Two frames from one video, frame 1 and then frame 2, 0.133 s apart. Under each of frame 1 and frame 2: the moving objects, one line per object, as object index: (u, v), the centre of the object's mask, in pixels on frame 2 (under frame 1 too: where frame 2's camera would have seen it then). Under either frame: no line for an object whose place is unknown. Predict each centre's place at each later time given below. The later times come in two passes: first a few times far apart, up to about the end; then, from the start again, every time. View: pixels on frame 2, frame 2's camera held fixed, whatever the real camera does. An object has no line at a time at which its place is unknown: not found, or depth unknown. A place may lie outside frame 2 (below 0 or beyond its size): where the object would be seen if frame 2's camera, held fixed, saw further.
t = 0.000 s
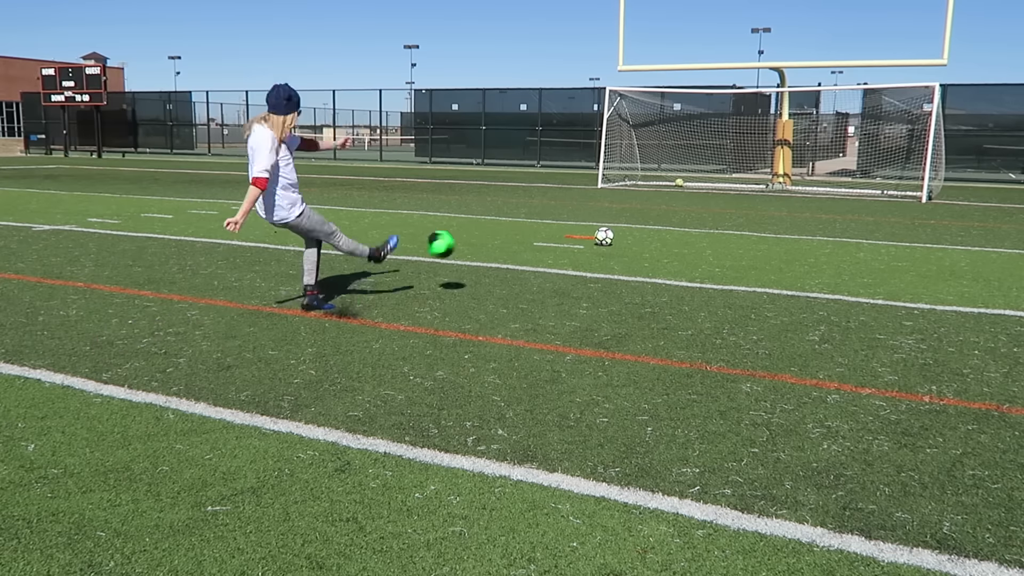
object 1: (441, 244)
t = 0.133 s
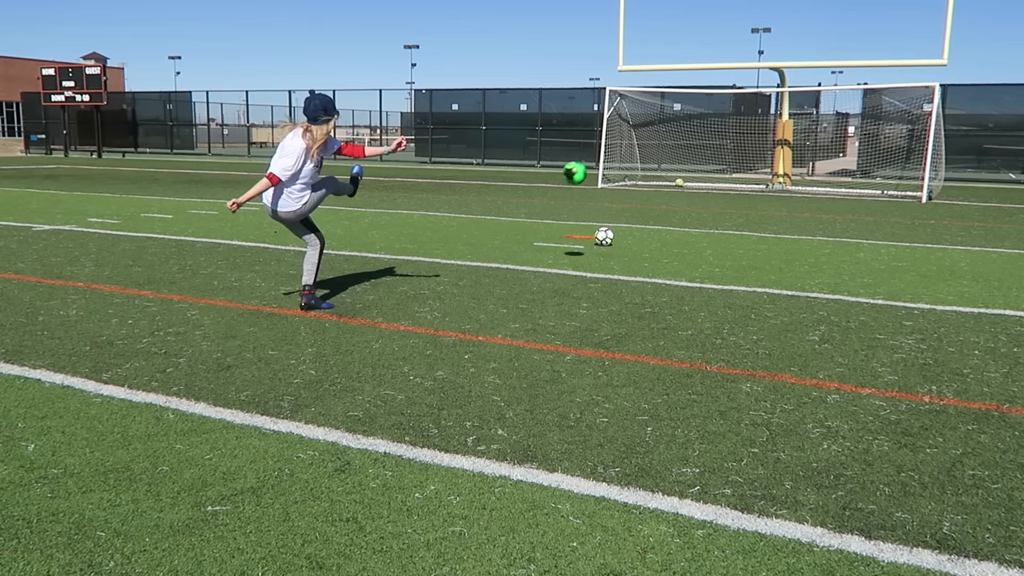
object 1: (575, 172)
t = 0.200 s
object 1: (624, 150)
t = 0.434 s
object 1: (742, 116)
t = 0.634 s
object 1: (803, 120)
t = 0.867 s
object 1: (849, 148)
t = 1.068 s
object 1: (875, 183)
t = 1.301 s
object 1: (893, 175)
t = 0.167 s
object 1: (600, 160)
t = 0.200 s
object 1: (624, 150)
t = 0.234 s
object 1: (645, 142)
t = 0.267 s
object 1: (665, 135)
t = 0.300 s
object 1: (683, 129)
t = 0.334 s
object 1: (699, 124)
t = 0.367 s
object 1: (715, 120)
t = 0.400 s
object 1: (729, 118)
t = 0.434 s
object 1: (742, 116)
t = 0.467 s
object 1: (754, 115)
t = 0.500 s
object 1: (765, 116)
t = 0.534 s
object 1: (775, 116)
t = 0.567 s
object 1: (785, 117)
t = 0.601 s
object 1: (794, 118)
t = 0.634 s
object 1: (803, 120)
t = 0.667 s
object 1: (811, 123)
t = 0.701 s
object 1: (818, 126)
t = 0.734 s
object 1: (825, 130)
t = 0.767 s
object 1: (832, 134)
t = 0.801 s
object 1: (838, 138)
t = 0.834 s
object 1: (843, 143)
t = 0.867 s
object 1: (849, 148)
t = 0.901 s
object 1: (854, 154)
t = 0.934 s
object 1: (859, 159)
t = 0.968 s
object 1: (863, 165)
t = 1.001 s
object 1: (867, 171)
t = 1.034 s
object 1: (871, 177)
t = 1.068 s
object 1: (875, 183)
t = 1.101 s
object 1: (878, 190)
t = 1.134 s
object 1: (881, 197)
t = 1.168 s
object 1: (883, 196)
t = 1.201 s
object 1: (886, 190)
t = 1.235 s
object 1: (888, 184)
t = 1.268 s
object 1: (890, 179)
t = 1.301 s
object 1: (893, 175)
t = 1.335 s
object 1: (895, 171)
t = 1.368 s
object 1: (898, 168)
